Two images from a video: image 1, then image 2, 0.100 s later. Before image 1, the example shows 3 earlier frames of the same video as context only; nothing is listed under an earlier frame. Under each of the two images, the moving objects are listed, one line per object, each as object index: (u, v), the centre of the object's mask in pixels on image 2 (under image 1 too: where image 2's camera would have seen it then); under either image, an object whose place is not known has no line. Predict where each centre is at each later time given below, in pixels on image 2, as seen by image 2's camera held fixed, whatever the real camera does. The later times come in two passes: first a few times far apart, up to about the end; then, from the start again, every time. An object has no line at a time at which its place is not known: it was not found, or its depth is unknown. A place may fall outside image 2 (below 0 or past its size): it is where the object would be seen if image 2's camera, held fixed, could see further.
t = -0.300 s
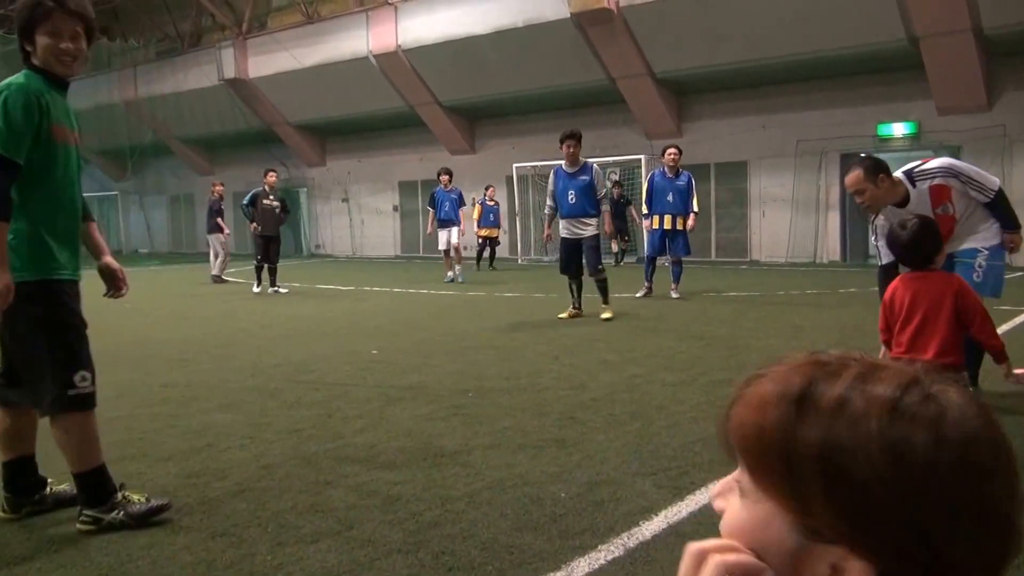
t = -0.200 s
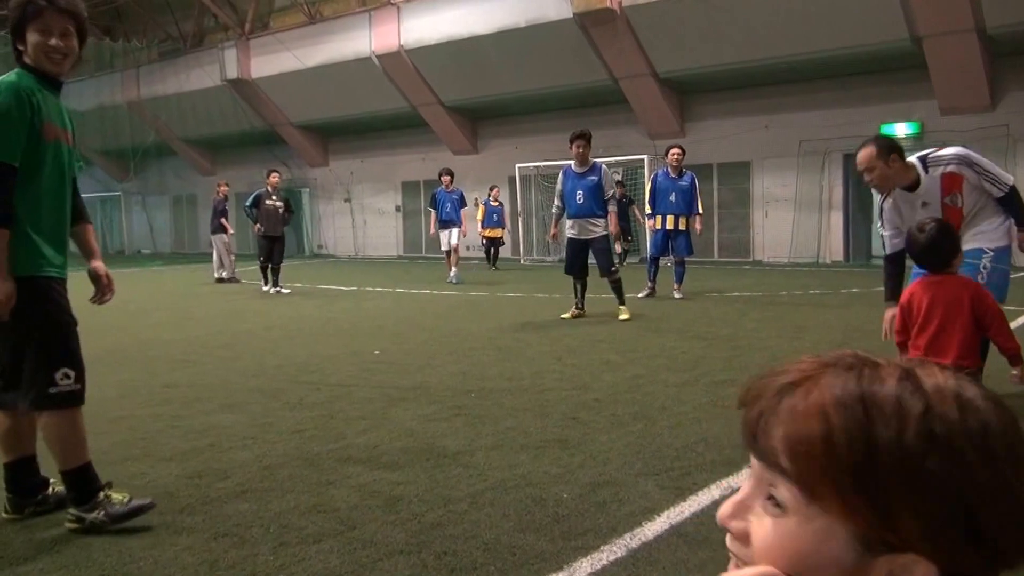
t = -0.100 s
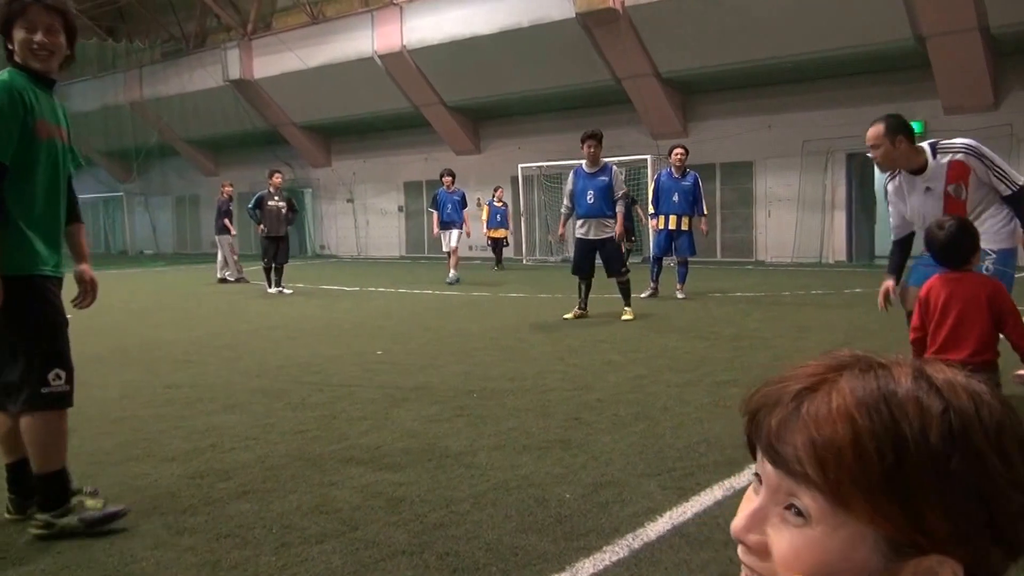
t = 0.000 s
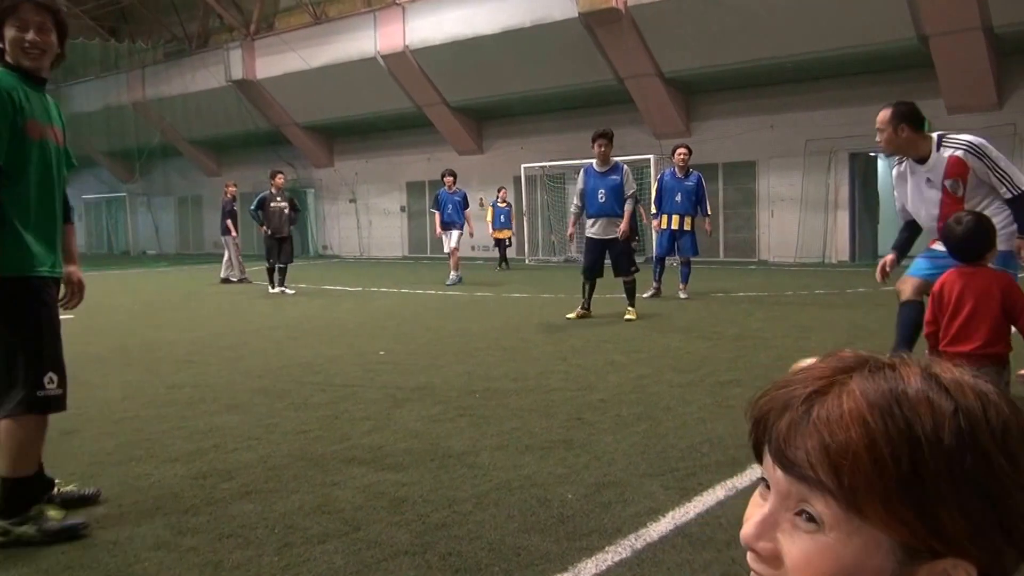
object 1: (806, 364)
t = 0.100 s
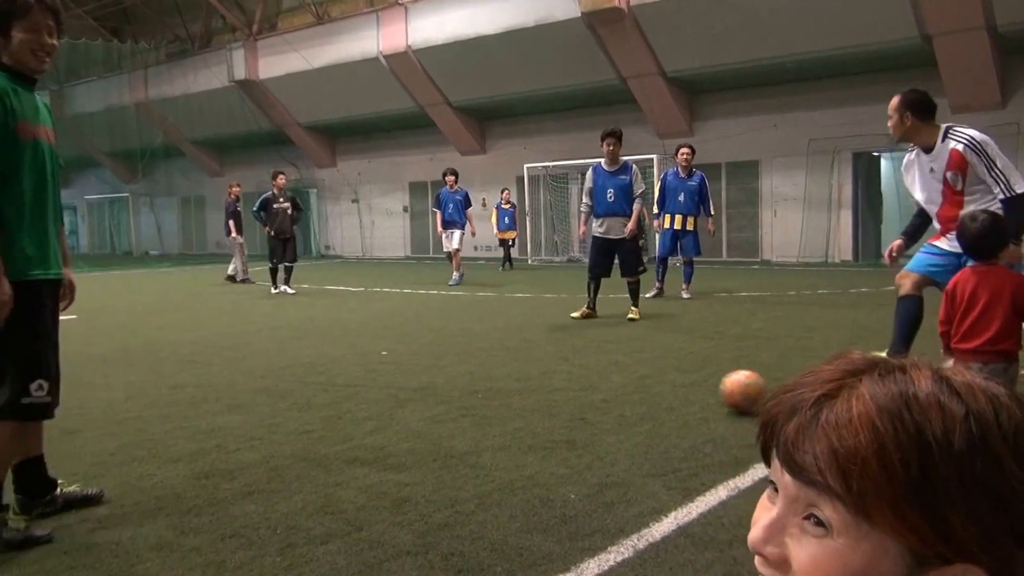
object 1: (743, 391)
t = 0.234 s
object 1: (667, 399)
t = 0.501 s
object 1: (539, 411)
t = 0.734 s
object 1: (424, 420)
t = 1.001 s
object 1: (288, 432)
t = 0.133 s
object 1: (724, 391)
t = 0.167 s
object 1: (705, 392)
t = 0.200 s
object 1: (686, 395)
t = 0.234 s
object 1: (667, 399)
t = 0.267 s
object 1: (650, 400)
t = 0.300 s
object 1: (635, 401)
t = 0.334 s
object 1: (619, 403)
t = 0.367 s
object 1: (603, 405)
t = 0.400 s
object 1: (587, 406)
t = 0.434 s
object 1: (571, 409)
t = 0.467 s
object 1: (556, 409)
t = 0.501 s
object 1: (539, 411)
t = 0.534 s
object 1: (523, 413)
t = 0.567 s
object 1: (506, 415)
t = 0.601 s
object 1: (490, 416)
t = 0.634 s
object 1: (474, 417)
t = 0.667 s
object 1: (458, 419)
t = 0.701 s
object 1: (440, 420)
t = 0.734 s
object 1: (424, 420)
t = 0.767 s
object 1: (406, 422)
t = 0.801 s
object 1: (390, 423)
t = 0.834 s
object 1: (374, 425)
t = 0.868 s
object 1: (357, 427)
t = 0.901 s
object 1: (339, 428)
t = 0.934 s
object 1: (323, 429)
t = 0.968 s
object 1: (306, 431)
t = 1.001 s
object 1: (288, 432)
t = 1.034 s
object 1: (271, 433)
